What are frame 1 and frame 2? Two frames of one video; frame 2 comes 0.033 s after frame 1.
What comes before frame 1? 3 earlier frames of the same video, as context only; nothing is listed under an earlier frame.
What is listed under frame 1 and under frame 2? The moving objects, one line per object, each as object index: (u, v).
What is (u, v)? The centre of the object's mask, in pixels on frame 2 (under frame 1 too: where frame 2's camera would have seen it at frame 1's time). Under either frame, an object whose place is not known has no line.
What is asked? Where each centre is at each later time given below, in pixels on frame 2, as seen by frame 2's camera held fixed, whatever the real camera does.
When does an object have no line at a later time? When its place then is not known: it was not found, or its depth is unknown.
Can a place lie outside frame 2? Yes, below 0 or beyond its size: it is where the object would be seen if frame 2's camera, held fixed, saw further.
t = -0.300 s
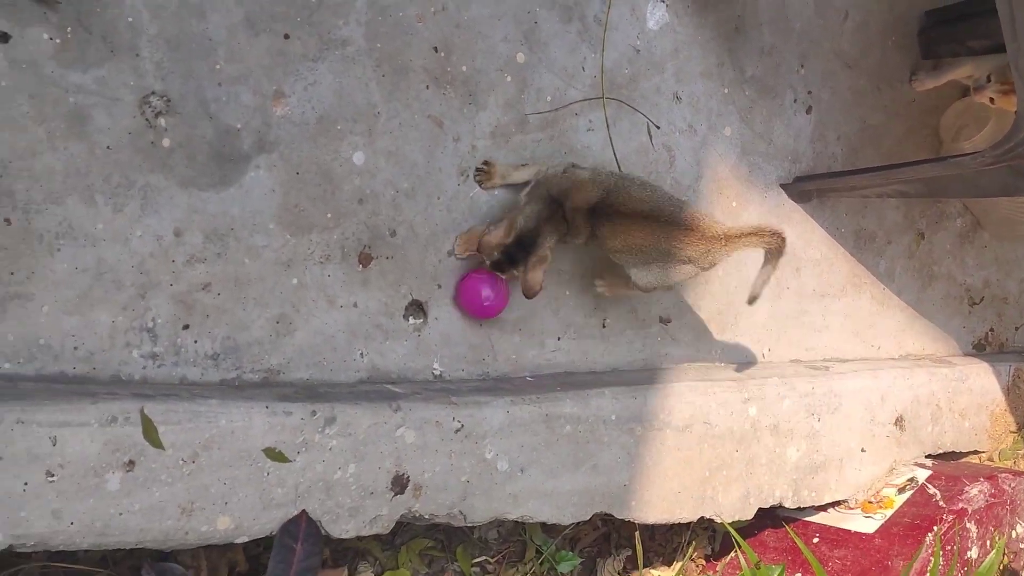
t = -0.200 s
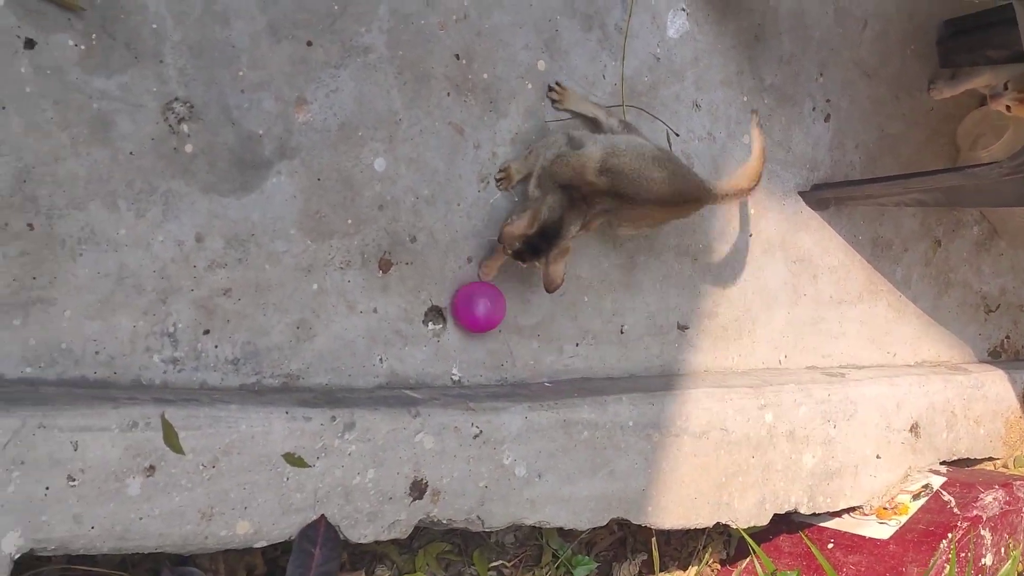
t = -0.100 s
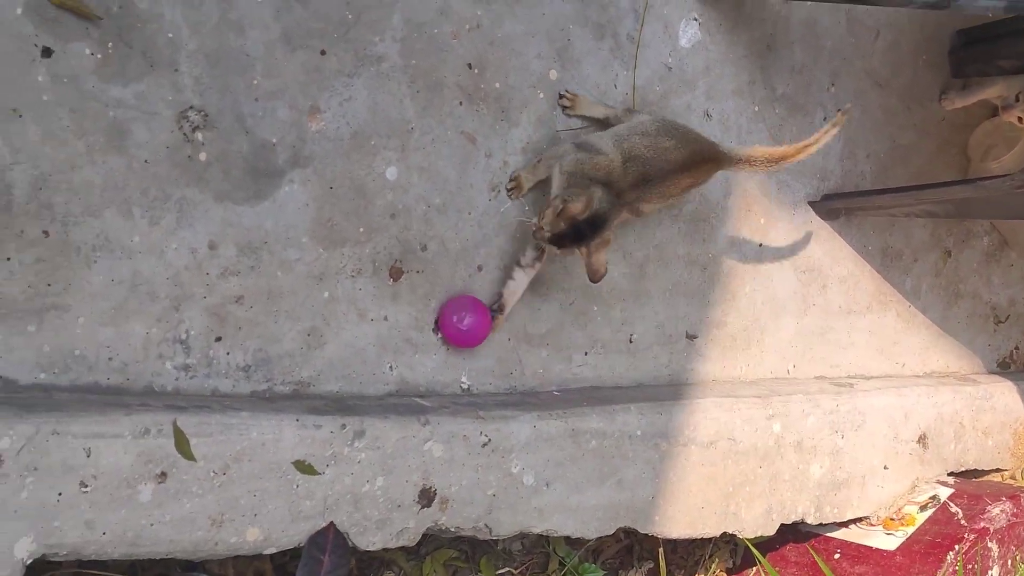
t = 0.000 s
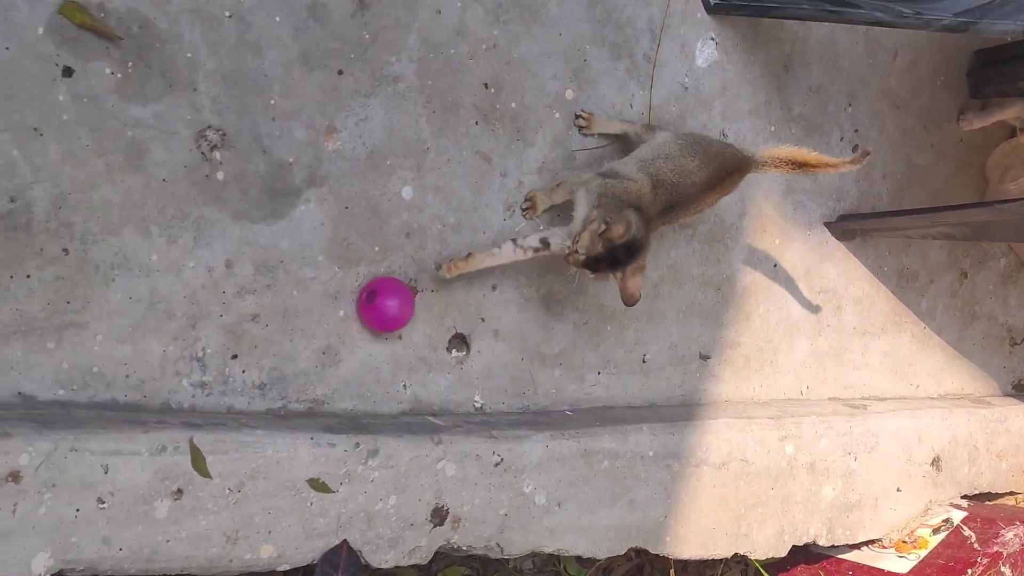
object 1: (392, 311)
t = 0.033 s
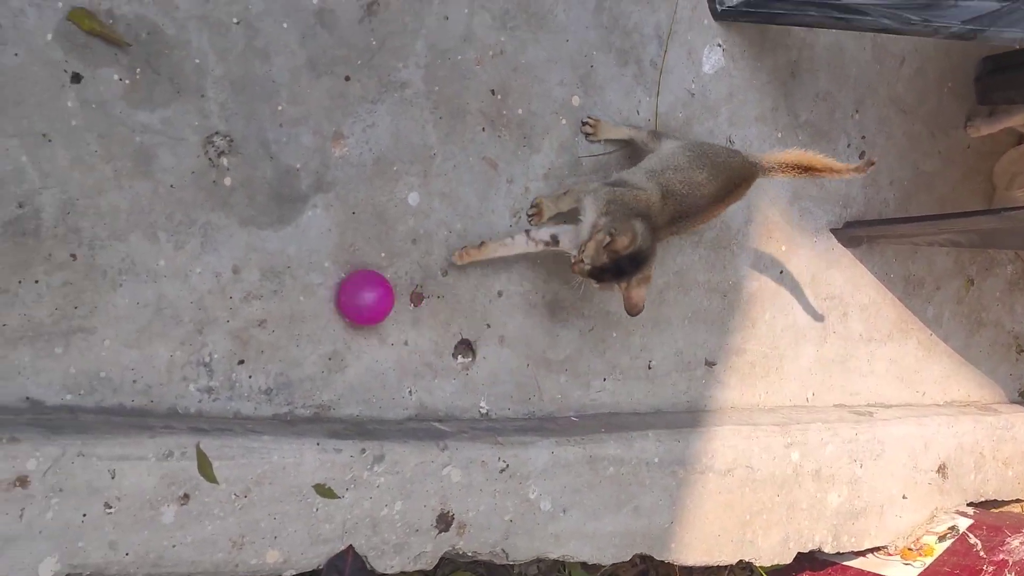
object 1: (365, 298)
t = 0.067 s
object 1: (340, 285)
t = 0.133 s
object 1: (281, 260)
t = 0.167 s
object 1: (252, 246)
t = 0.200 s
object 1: (225, 231)
